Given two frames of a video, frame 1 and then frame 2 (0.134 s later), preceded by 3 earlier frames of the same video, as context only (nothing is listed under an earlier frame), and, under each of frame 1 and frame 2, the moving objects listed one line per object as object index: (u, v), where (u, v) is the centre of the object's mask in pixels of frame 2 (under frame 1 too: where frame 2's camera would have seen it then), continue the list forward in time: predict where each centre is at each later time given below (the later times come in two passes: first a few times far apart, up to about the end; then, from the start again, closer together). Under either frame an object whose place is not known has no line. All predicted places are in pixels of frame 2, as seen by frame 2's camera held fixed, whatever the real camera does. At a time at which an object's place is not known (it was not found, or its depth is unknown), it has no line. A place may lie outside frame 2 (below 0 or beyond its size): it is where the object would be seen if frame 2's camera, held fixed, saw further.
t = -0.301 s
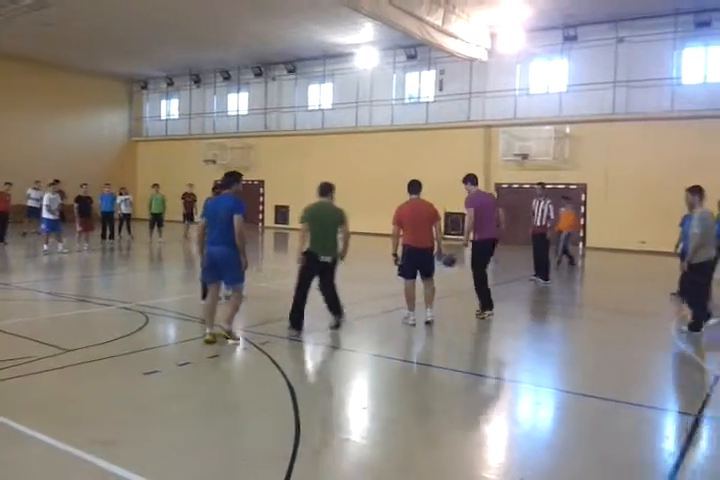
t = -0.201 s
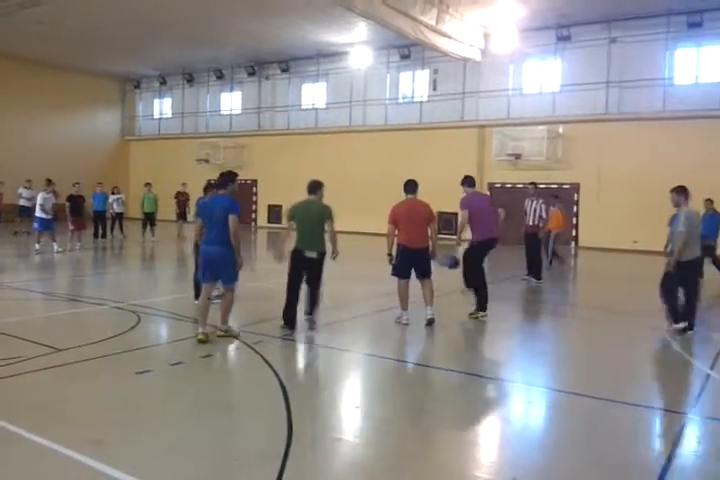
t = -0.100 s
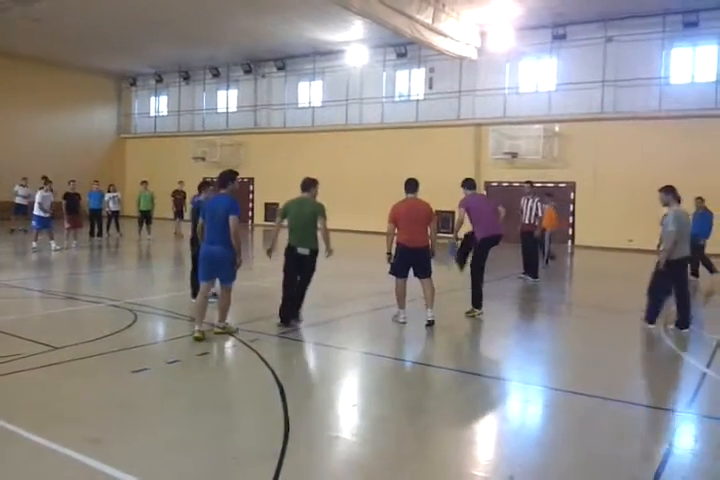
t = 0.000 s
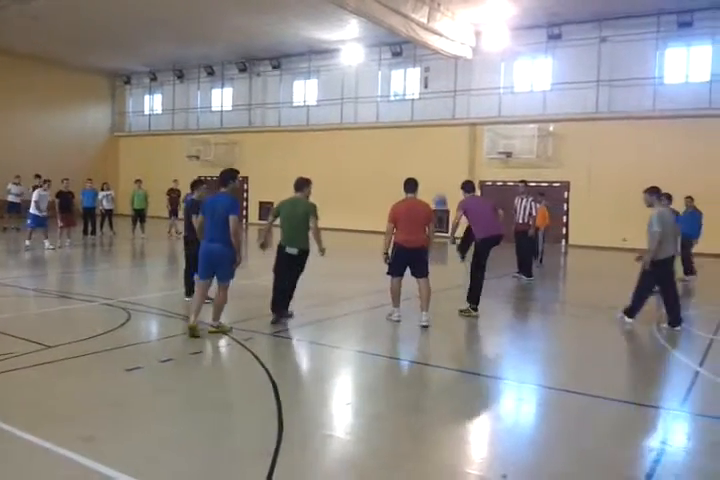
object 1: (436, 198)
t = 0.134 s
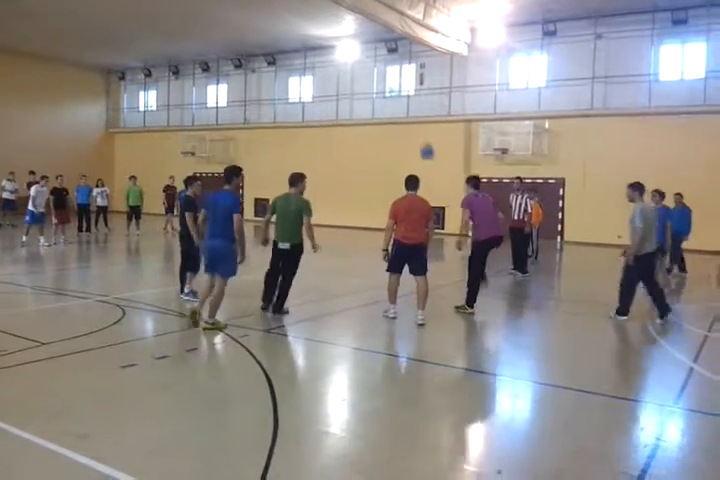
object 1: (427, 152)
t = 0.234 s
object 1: (420, 123)
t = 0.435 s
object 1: (404, 87)
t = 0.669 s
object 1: (384, 81)
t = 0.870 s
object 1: (366, 109)
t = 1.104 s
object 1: (343, 183)
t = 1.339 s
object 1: (319, 302)
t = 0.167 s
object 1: (424, 141)
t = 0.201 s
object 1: (422, 133)
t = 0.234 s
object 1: (420, 123)
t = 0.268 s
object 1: (417, 115)
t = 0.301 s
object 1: (414, 108)
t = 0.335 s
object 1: (412, 101)
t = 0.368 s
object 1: (409, 96)
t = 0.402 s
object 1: (406, 91)
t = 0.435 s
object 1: (404, 87)
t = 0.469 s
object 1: (401, 84)
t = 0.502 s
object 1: (398, 80)
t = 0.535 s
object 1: (396, 79)
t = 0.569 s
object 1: (393, 78)
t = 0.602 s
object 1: (390, 78)
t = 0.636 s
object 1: (387, 80)
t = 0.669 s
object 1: (384, 81)
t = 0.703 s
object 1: (381, 83)
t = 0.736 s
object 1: (378, 86)
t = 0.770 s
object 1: (375, 91)
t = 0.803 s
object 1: (372, 96)
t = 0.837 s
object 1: (369, 102)
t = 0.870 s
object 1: (366, 109)
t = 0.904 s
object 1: (363, 117)
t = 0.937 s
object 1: (360, 126)
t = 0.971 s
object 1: (357, 134)
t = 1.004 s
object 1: (353, 147)
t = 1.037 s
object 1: (349, 158)
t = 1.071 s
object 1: (346, 170)
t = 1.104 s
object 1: (343, 183)
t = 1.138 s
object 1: (340, 196)
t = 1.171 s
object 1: (336, 211)
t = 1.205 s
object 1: (333, 225)
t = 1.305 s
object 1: (323, 278)
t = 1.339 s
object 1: (319, 302)
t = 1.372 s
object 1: (317, 303)
